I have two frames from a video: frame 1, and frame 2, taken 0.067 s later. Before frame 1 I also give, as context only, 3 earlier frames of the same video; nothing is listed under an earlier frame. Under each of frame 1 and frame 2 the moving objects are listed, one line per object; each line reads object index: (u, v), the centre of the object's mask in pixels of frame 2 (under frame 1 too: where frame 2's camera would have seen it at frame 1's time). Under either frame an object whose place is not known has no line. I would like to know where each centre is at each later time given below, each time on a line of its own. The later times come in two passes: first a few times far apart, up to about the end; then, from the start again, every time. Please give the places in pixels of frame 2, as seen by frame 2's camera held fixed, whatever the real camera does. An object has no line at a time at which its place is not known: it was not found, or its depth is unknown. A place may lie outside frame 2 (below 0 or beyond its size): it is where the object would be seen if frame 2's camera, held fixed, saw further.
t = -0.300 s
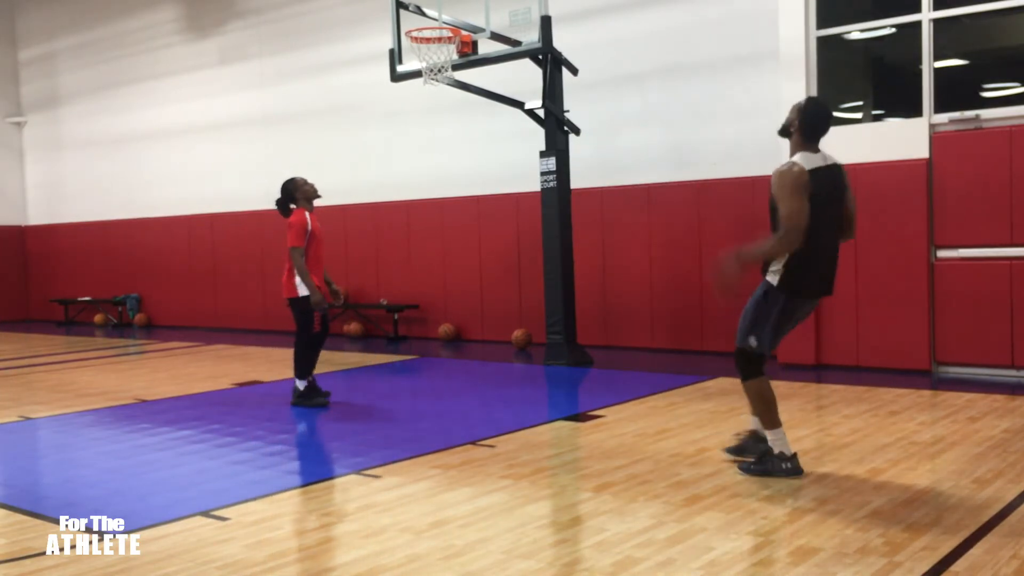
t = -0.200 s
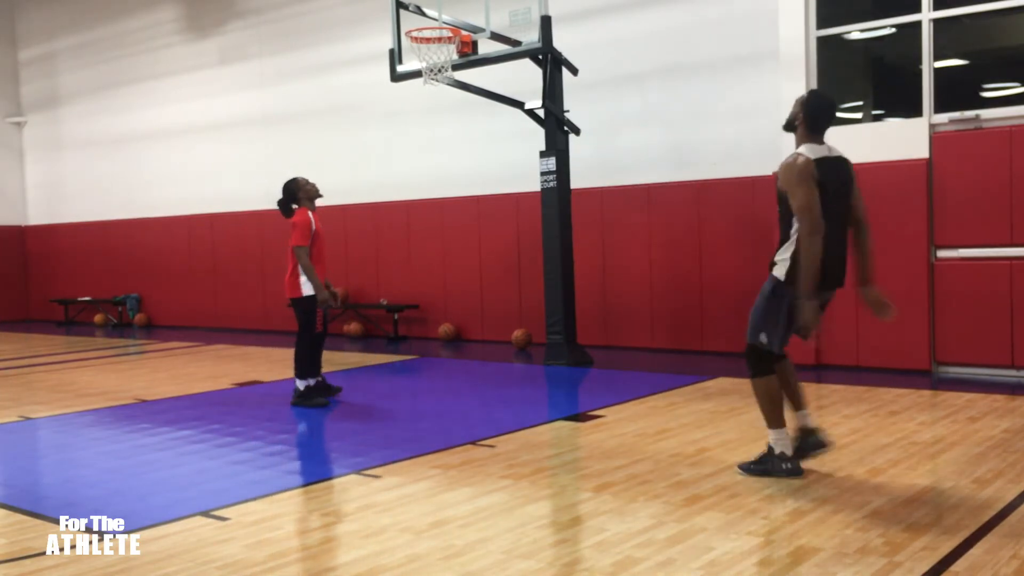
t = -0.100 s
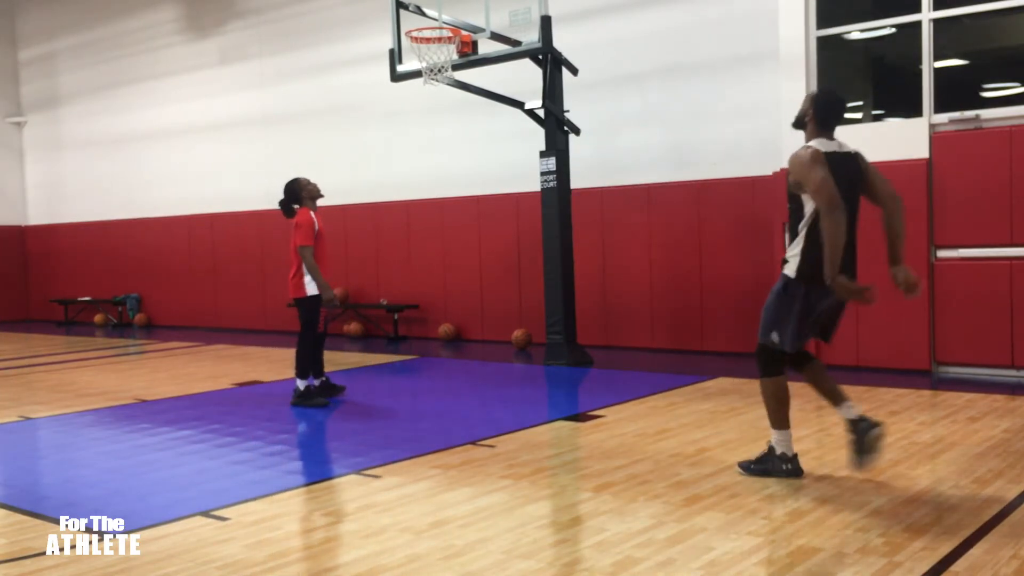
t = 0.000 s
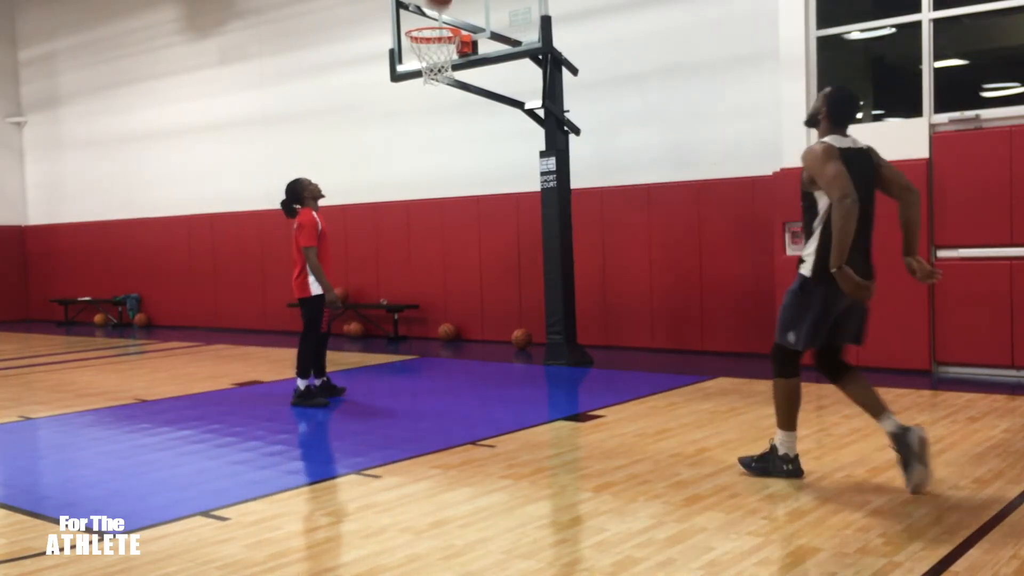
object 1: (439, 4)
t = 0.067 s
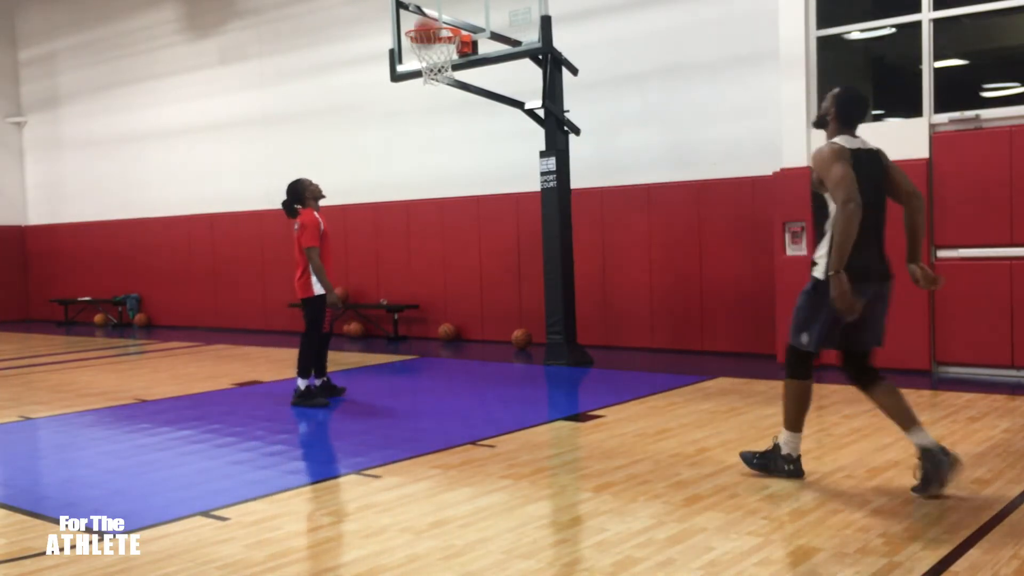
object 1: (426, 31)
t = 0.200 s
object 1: (433, 92)
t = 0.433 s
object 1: (457, 219)
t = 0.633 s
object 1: (480, 371)
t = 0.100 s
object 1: (423, 49)
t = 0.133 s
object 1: (427, 64)
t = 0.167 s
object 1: (430, 78)
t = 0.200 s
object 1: (433, 92)
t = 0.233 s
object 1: (437, 105)
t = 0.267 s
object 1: (440, 120)
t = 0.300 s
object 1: (444, 137)
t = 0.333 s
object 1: (447, 156)
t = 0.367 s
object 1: (451, 176)
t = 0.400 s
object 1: (455, 198)
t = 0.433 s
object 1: (457, 219)
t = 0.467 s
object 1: (461, 241)
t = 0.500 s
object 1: (465, 266)
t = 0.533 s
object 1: (467, 292)
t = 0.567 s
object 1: (470, 317)
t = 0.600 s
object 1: (474, 343)
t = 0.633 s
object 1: (480, 371)
